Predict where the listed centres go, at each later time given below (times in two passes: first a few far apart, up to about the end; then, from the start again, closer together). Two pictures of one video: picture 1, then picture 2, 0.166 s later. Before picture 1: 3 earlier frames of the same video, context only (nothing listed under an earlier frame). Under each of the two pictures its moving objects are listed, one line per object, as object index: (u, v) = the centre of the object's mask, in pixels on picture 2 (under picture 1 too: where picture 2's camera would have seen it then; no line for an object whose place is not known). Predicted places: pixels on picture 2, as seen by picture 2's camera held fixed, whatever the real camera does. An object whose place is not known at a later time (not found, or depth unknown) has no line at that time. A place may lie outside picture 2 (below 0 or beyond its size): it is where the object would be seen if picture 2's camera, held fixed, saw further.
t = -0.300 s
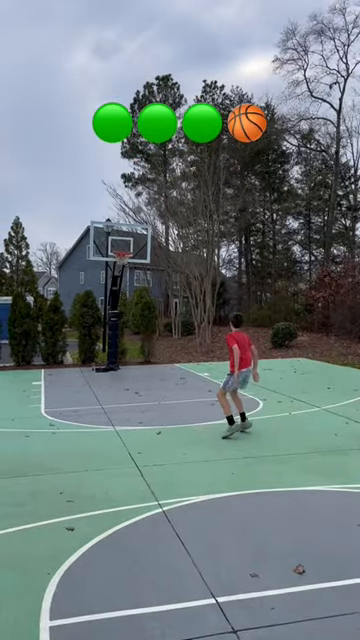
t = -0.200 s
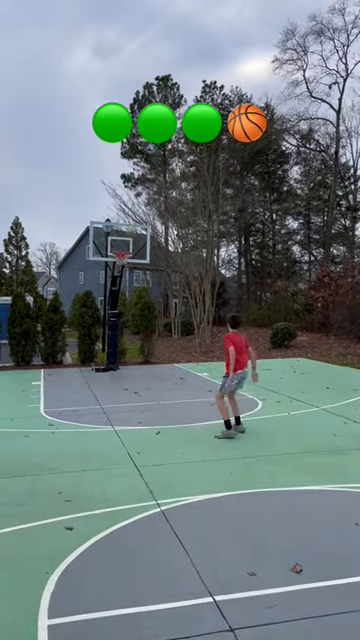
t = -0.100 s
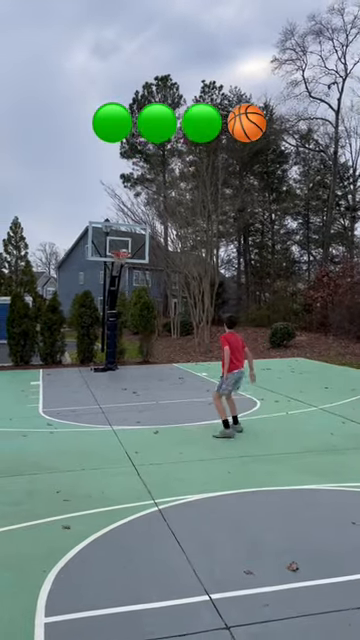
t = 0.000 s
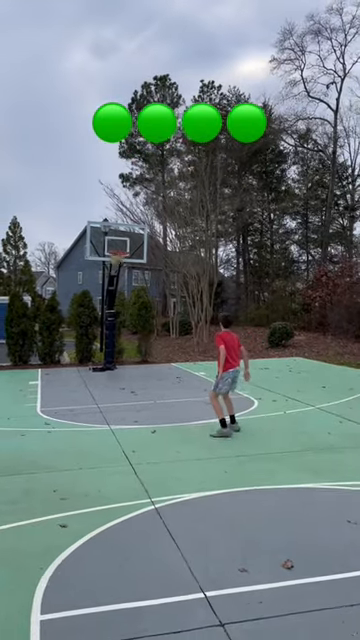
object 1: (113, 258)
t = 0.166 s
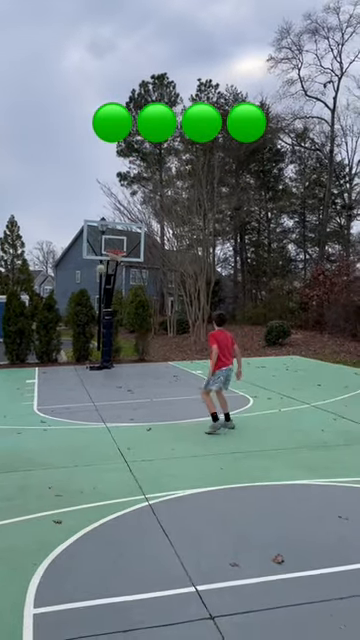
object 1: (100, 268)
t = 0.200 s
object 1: (99, 273)
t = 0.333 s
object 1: (89, 291)
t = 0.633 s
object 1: (68, 360)
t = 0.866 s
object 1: (54, 342)
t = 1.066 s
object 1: (42, 318)
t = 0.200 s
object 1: (99, 273)
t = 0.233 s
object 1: (95, 276)
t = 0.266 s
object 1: (93, 280)
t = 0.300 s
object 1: (91, 285)
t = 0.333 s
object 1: (89, 291)
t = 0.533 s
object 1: (74, 332)
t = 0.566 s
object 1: (72, 341)
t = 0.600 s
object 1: (69, 351)
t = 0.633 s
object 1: (68, 360)
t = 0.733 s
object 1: (60, 365)
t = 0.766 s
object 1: (58, 359)
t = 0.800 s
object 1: (56, 353)
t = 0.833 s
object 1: (55, 347)
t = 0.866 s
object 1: (54, 342)
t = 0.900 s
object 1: (51, 337)
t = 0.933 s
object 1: (50, 332)
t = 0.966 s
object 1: (48, 328)
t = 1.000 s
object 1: (46, 324)
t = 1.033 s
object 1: (44, 321)
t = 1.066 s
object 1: (42, 318)
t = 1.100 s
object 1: (40, 316)
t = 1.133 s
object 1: (38, 315)
